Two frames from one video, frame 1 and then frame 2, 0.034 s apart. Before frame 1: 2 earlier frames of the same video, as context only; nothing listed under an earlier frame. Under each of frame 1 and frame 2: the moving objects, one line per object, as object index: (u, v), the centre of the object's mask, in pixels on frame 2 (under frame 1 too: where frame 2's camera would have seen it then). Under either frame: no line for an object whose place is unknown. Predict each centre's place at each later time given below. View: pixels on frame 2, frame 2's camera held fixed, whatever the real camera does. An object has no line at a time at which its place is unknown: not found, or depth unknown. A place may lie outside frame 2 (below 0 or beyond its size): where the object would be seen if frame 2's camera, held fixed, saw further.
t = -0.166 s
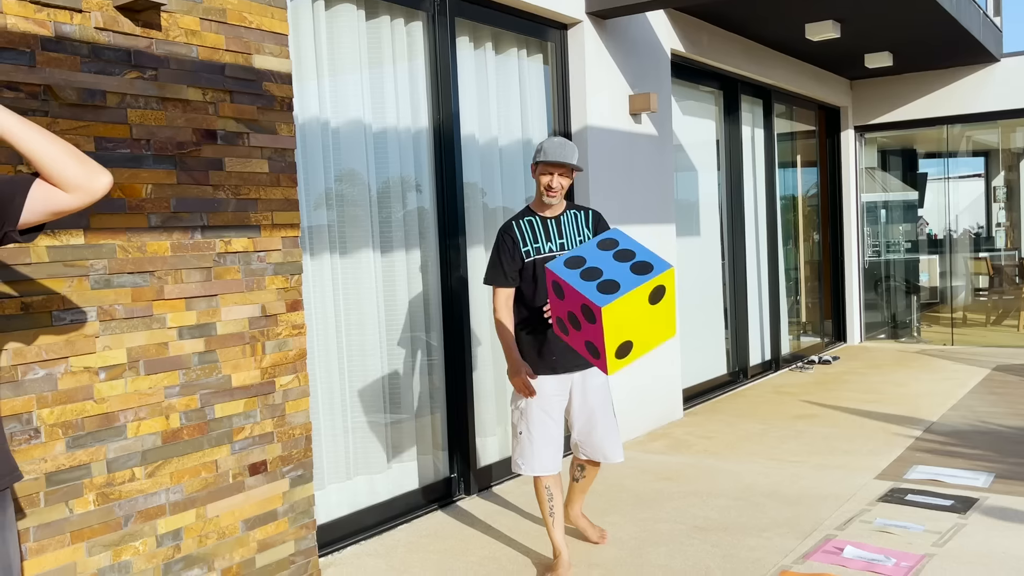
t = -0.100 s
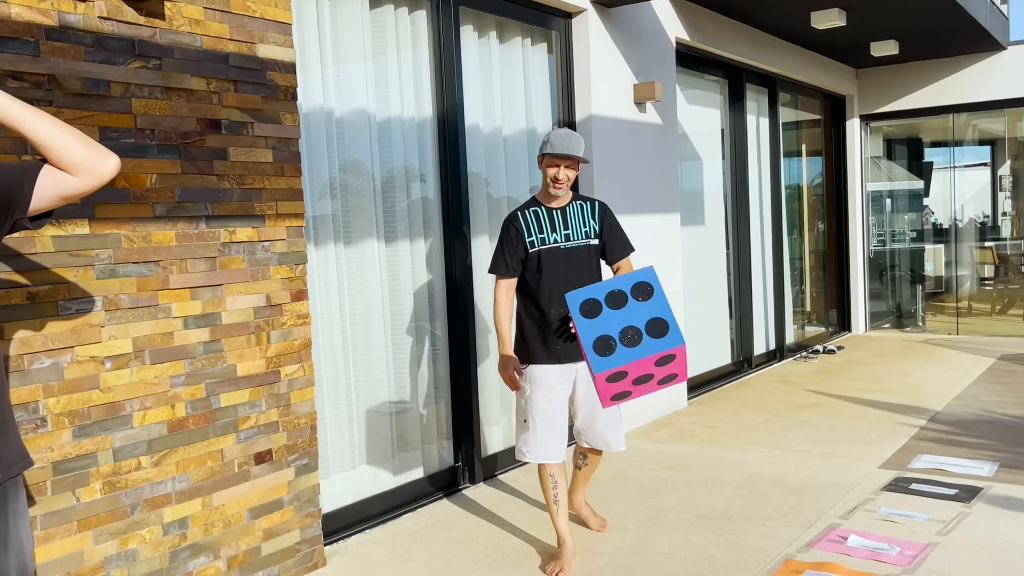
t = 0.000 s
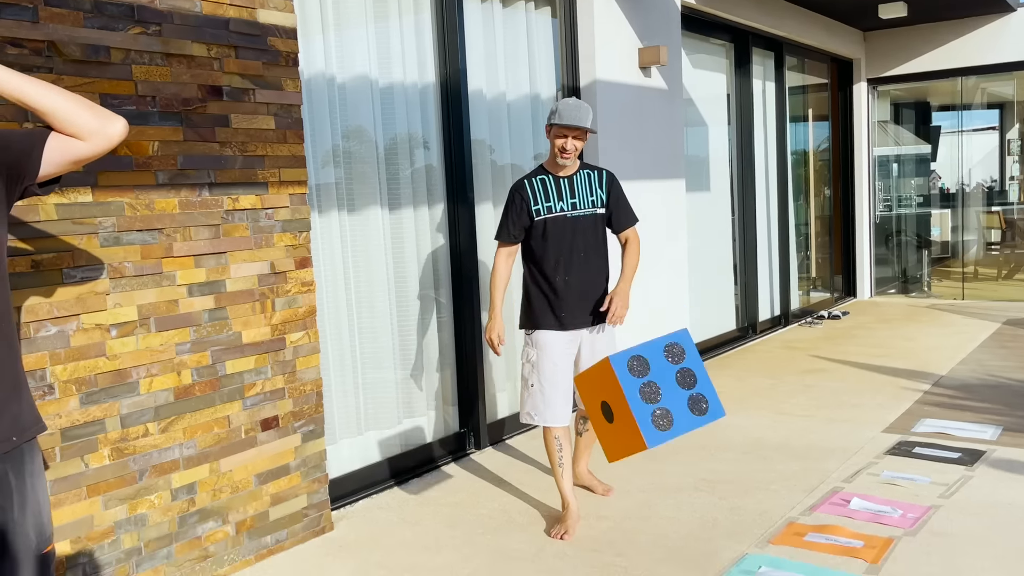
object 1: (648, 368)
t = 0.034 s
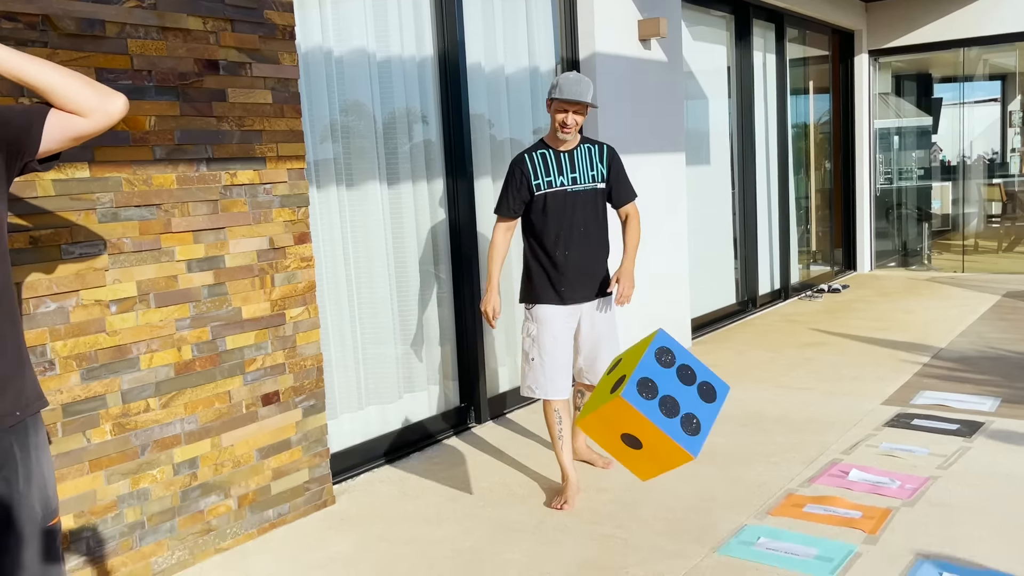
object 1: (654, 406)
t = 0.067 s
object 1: (658, 444)
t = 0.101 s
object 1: (662, 485)
